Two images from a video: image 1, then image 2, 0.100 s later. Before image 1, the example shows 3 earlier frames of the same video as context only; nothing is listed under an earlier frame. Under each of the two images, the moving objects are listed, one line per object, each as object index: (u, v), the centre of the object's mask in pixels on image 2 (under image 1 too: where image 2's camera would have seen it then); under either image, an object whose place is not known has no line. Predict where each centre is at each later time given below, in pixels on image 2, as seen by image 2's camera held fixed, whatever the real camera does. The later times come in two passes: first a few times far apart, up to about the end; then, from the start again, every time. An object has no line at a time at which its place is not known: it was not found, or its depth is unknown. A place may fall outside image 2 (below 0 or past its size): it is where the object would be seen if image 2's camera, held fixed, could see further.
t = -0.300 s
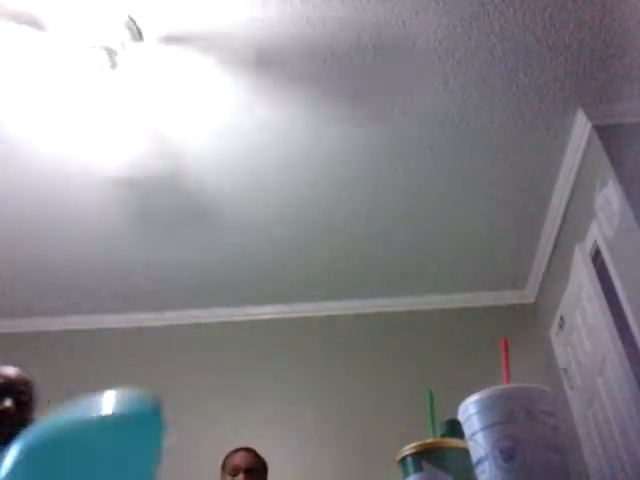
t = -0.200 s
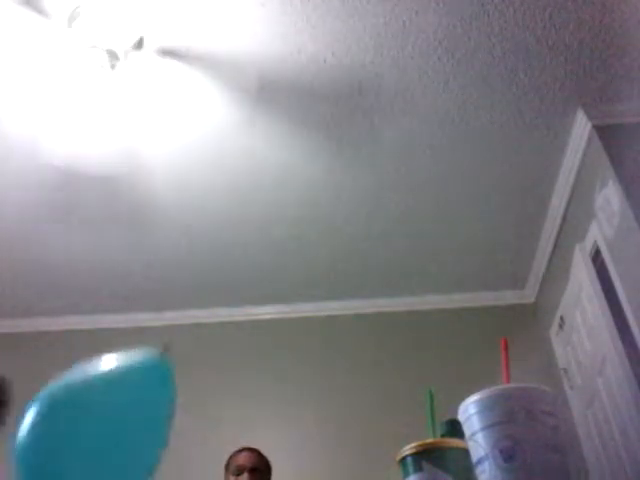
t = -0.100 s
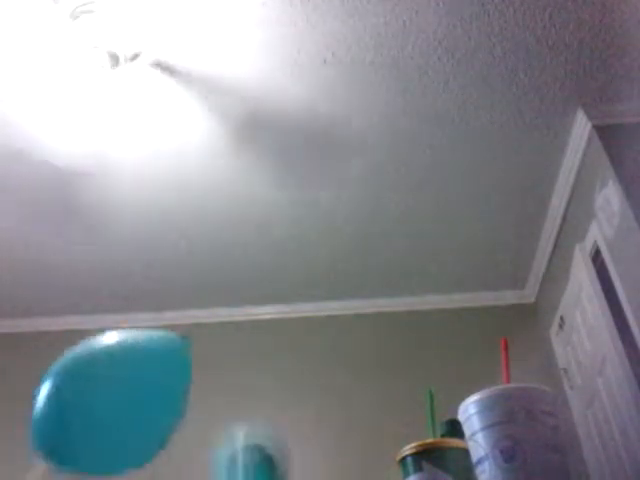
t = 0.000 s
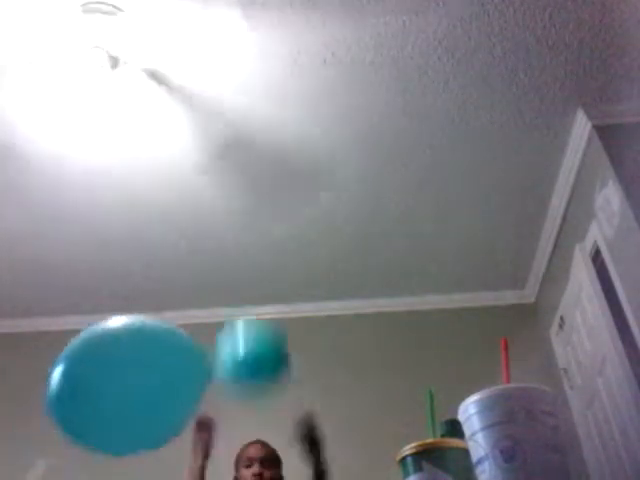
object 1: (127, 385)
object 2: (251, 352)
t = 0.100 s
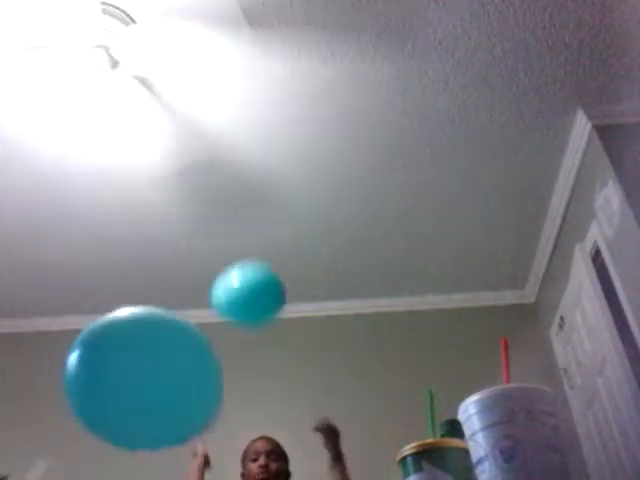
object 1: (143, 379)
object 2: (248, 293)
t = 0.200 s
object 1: (161, 388)
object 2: (247, 267)
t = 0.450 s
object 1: (204, 432)
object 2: (261, 258)
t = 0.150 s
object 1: (152, 381)
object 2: (247, 277)
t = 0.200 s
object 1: (161, 388)
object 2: (247, 267)
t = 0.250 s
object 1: (168, 395)
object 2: (250, 261)
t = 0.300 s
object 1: (176, 401)
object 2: (253, 257)
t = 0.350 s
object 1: (184, 409)
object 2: (256, 255)
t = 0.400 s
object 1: (193, 421)
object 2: (258, 255)
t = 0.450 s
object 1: (204, 432)
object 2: (261, 258)
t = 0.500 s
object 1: (213, 446)
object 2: (262, 261)
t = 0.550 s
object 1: (218, 458)
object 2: (265, 266)
